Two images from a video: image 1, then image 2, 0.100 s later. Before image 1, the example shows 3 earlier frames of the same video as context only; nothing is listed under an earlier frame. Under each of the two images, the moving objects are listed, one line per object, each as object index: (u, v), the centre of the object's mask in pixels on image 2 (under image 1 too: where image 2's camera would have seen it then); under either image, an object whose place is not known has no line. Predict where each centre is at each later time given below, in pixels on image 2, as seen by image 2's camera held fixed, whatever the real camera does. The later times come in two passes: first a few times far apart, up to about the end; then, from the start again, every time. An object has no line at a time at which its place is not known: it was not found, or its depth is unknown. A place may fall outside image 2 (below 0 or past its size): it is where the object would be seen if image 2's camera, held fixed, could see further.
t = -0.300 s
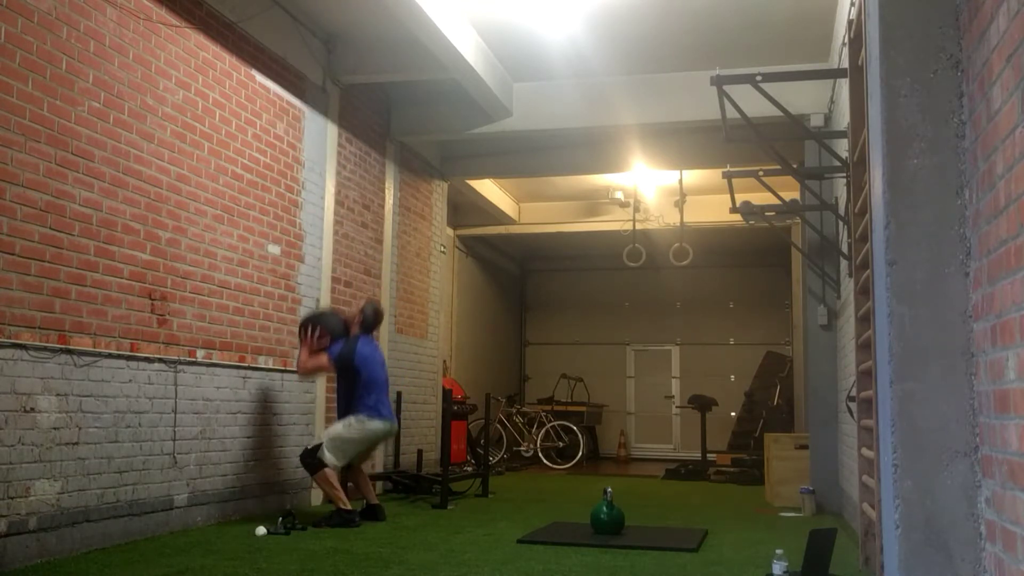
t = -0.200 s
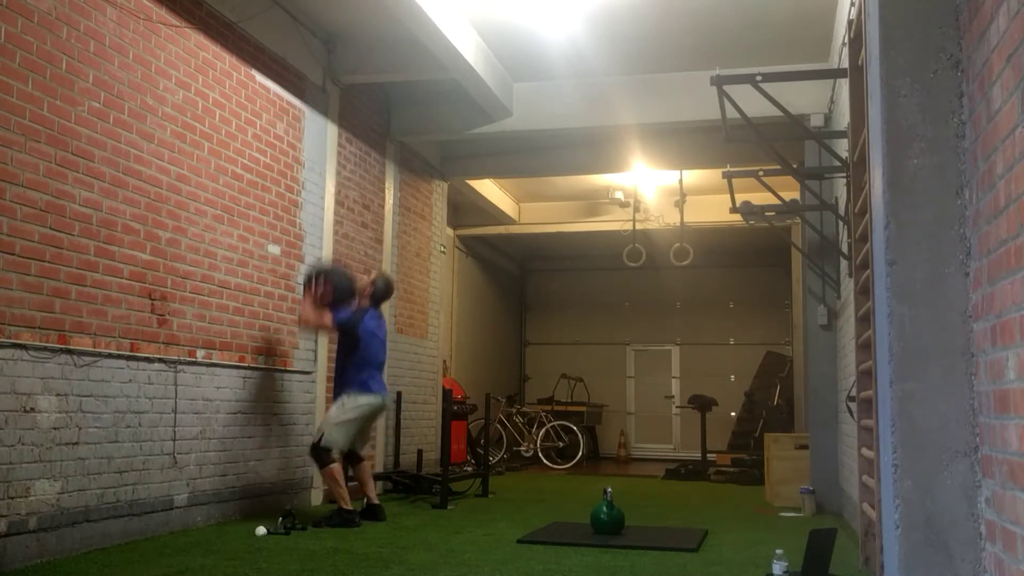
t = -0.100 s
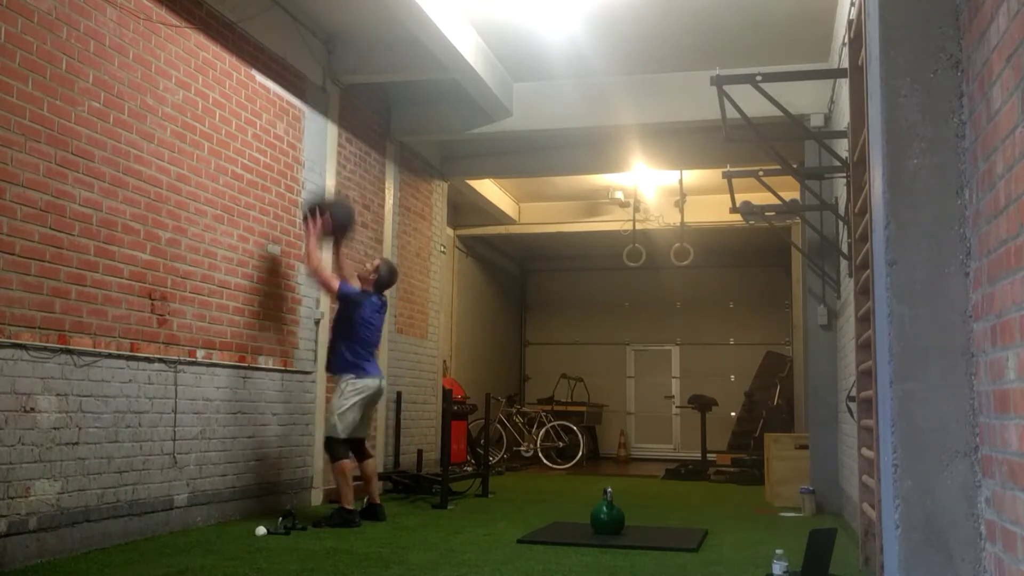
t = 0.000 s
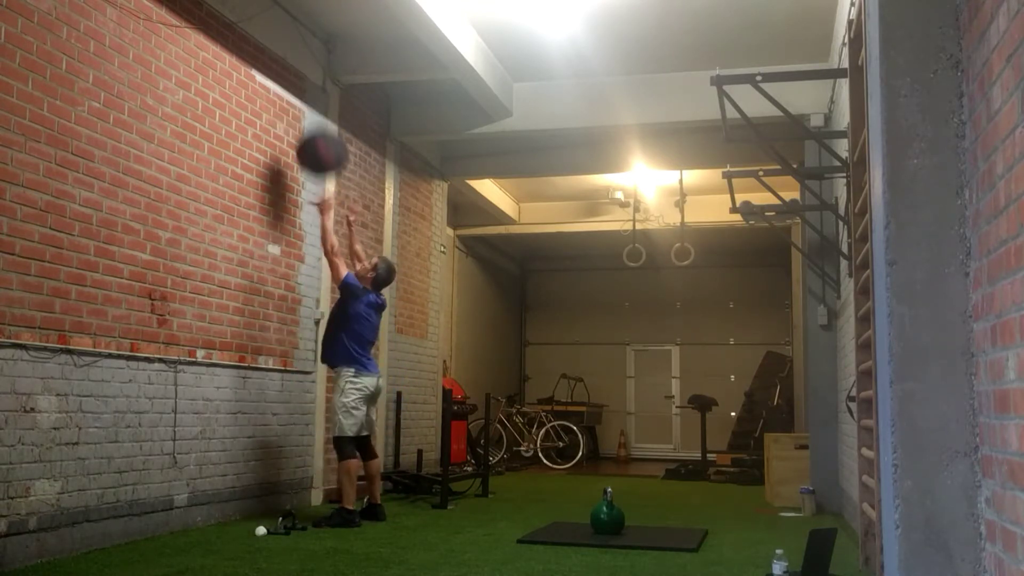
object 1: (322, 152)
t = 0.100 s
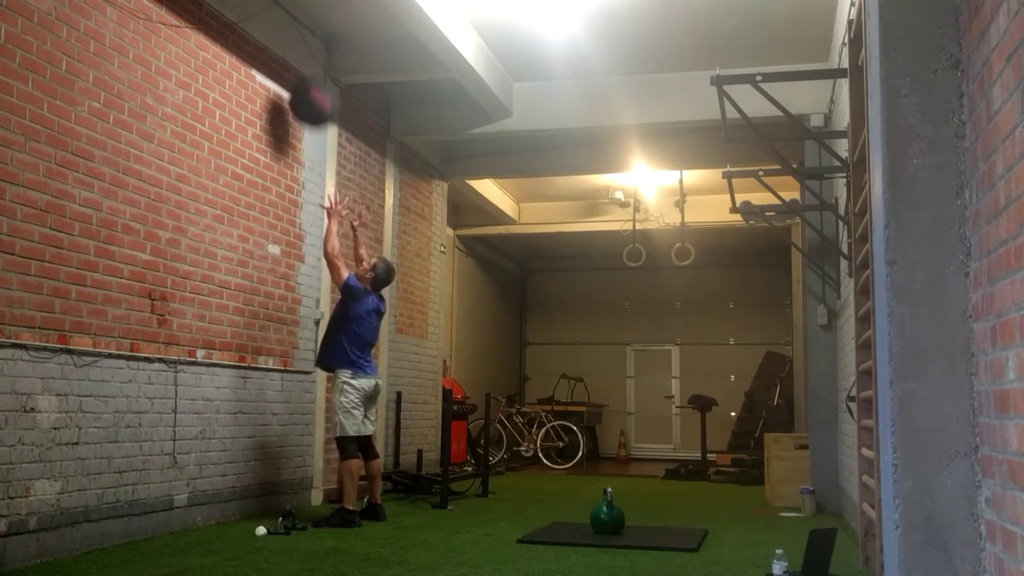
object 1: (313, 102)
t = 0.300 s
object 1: (298, 47)
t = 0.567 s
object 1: (309, 53)
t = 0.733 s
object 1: (315, 103)
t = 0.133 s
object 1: (310, 89)
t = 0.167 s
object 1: (308, 77)
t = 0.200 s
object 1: (307, 68)
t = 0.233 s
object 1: (304, 59)
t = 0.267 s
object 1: (299, 52)
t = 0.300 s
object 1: (298, 47)
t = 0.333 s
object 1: (297, 43)
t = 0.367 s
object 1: (299, 40)
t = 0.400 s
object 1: (301, 39)
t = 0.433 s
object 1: (302, 39)
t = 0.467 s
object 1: (305, 40)
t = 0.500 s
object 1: (306, 43)
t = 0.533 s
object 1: (309, 47)
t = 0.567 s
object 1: (309, 53)
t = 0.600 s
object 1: (311, 59)
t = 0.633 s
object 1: (312, 68)
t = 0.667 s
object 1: (313, 78)
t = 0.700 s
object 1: (314, 91)
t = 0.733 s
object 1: (315, 103)
